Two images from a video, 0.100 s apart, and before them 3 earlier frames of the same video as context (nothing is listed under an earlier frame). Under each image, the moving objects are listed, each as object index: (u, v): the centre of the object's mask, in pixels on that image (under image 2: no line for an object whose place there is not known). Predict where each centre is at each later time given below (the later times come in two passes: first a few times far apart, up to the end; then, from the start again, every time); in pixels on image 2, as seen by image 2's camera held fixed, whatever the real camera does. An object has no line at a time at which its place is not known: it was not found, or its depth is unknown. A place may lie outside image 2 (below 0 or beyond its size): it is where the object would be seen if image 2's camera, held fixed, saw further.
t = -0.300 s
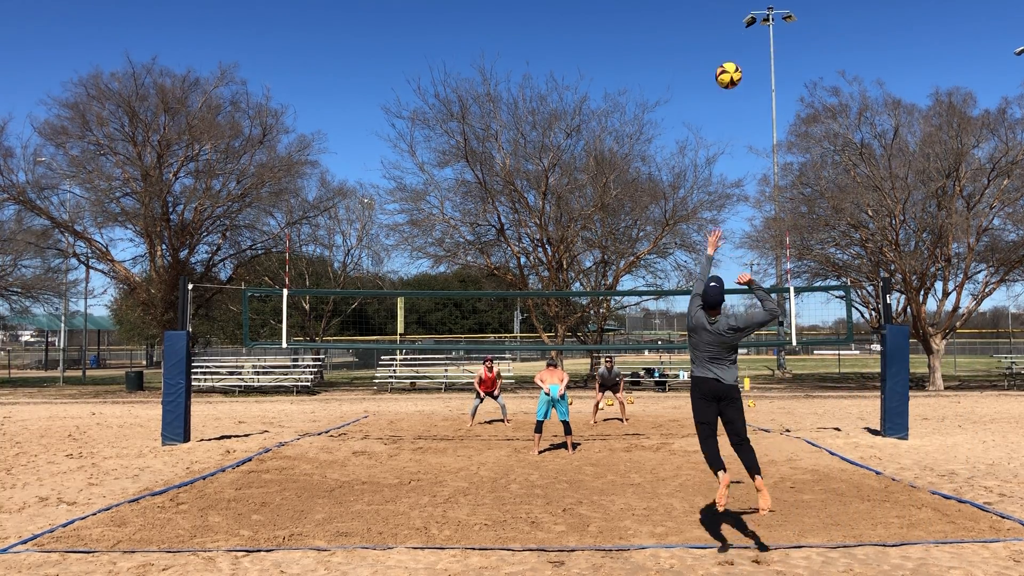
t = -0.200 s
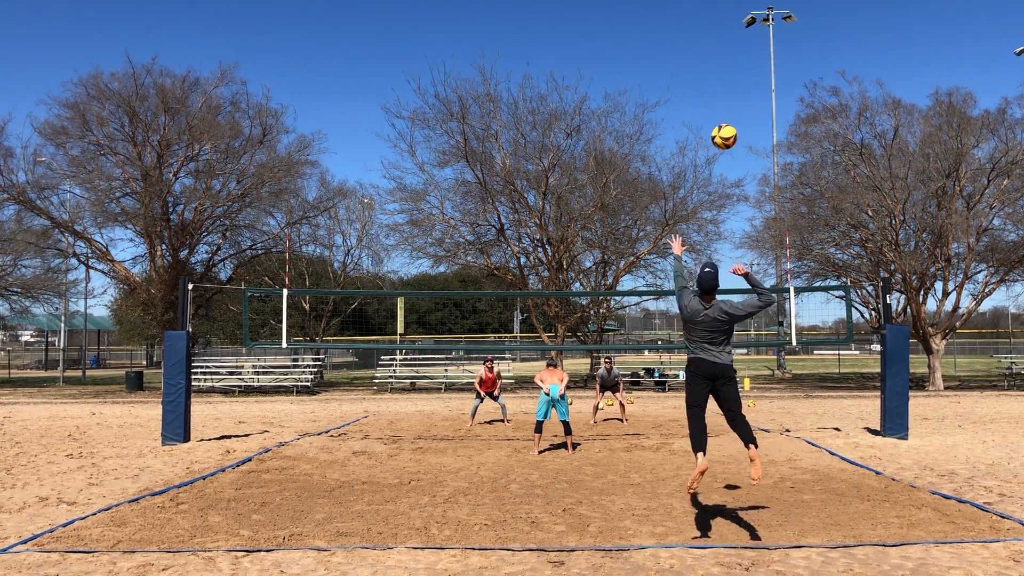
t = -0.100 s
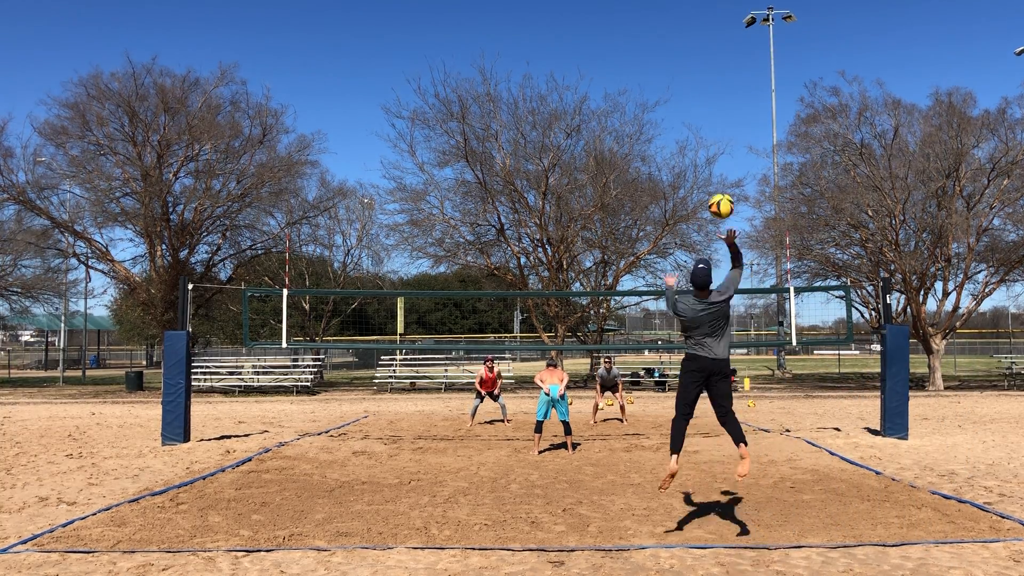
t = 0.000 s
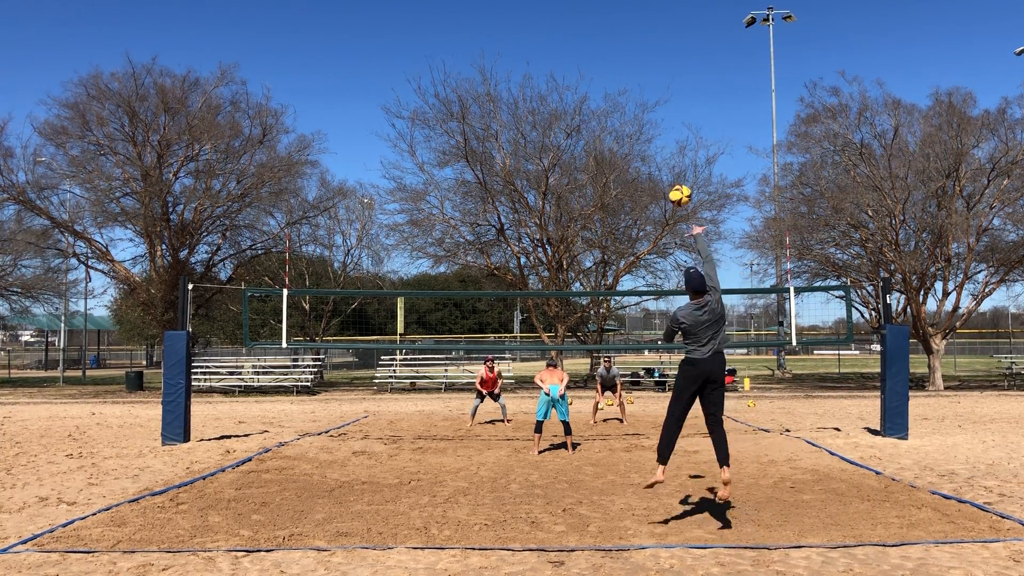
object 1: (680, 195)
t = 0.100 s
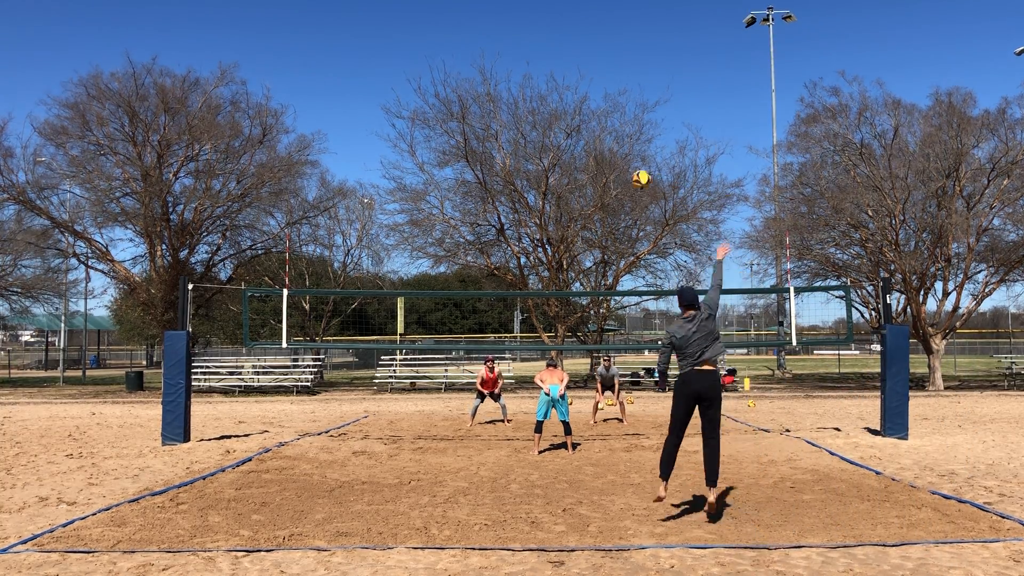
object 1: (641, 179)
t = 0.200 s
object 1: (611, 176)
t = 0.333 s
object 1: (582, 185)
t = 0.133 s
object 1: (630, 177)
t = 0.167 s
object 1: (620, 176)
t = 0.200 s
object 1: (611, 176)
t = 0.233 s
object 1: (603, 177)
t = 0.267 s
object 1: (597, 179)
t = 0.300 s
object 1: (588, 182)
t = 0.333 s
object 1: (582, 185)
